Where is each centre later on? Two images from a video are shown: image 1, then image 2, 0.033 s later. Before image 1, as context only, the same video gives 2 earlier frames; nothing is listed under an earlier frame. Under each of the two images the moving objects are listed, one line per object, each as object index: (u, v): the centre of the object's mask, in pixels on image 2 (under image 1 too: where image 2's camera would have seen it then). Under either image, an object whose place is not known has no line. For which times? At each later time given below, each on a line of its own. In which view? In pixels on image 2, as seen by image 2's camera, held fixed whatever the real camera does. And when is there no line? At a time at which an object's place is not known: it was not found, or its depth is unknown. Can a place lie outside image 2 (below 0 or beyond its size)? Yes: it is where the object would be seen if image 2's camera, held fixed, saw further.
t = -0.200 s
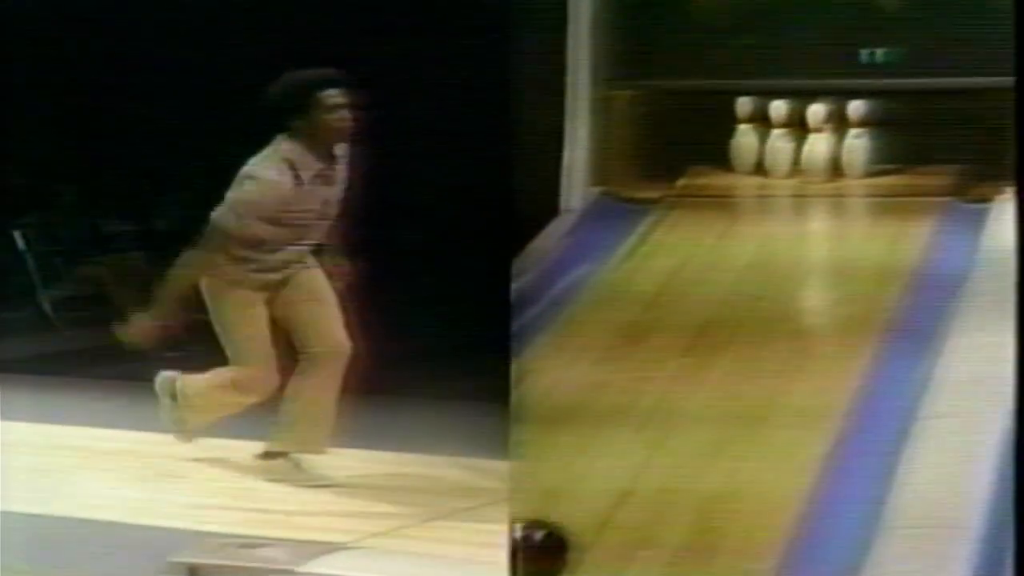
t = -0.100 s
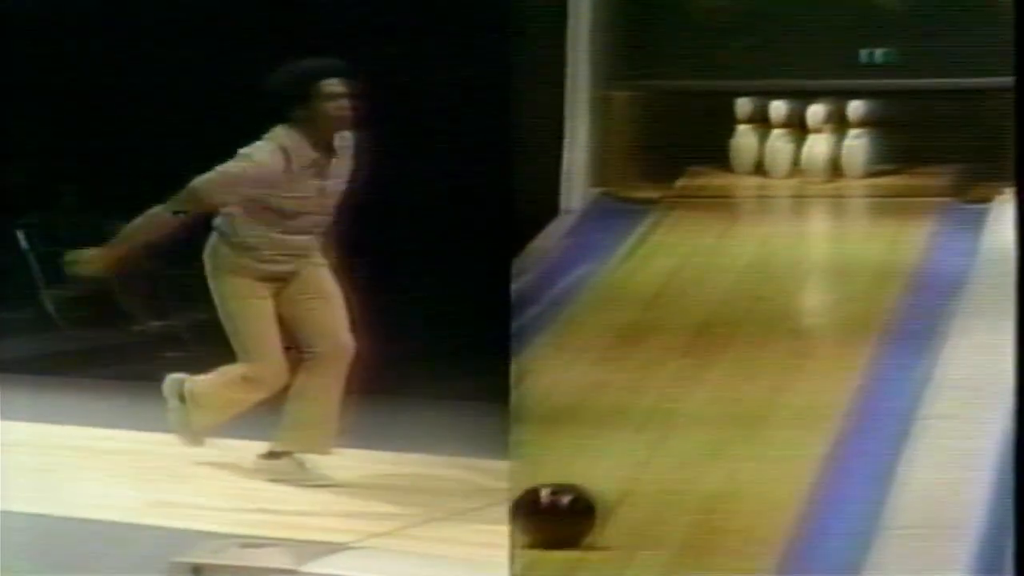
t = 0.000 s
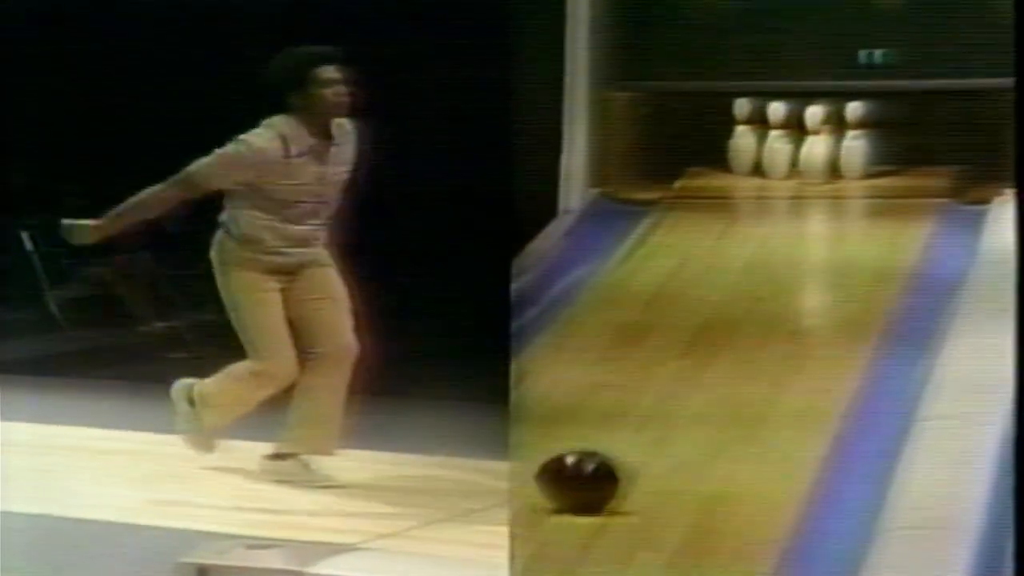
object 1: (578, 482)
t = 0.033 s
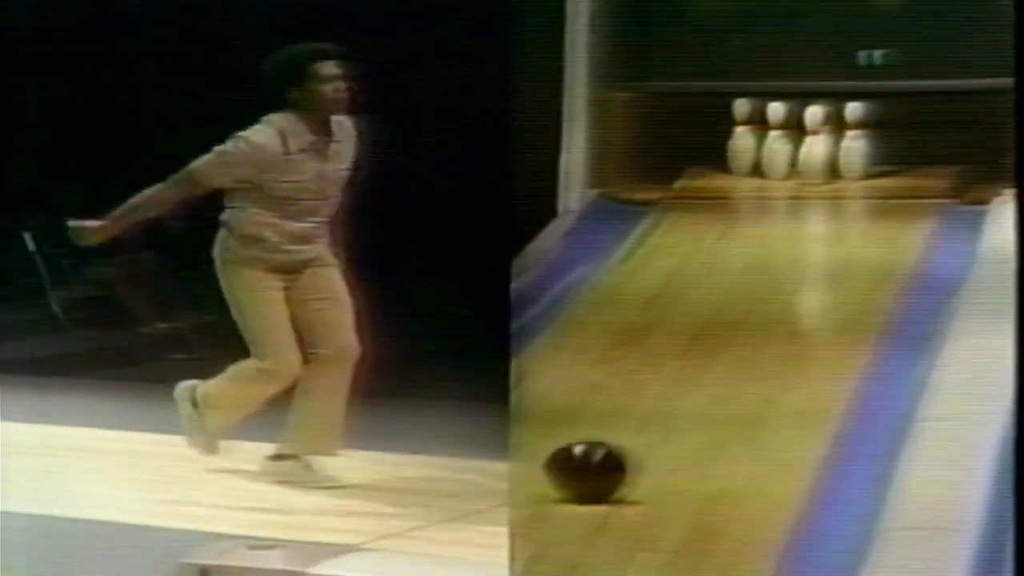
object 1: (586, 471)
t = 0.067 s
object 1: (595, 460)
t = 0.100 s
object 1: (609, 441)
